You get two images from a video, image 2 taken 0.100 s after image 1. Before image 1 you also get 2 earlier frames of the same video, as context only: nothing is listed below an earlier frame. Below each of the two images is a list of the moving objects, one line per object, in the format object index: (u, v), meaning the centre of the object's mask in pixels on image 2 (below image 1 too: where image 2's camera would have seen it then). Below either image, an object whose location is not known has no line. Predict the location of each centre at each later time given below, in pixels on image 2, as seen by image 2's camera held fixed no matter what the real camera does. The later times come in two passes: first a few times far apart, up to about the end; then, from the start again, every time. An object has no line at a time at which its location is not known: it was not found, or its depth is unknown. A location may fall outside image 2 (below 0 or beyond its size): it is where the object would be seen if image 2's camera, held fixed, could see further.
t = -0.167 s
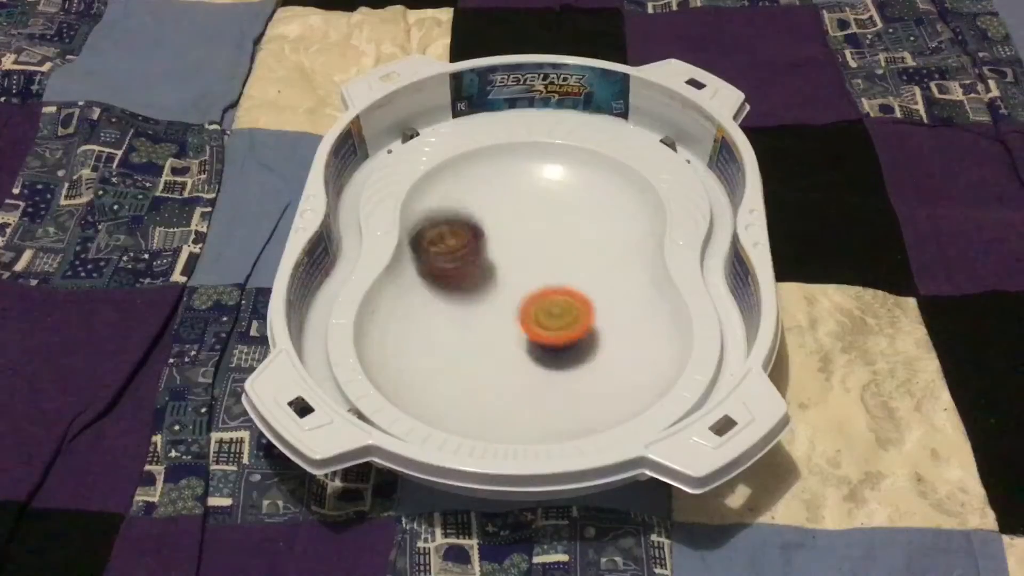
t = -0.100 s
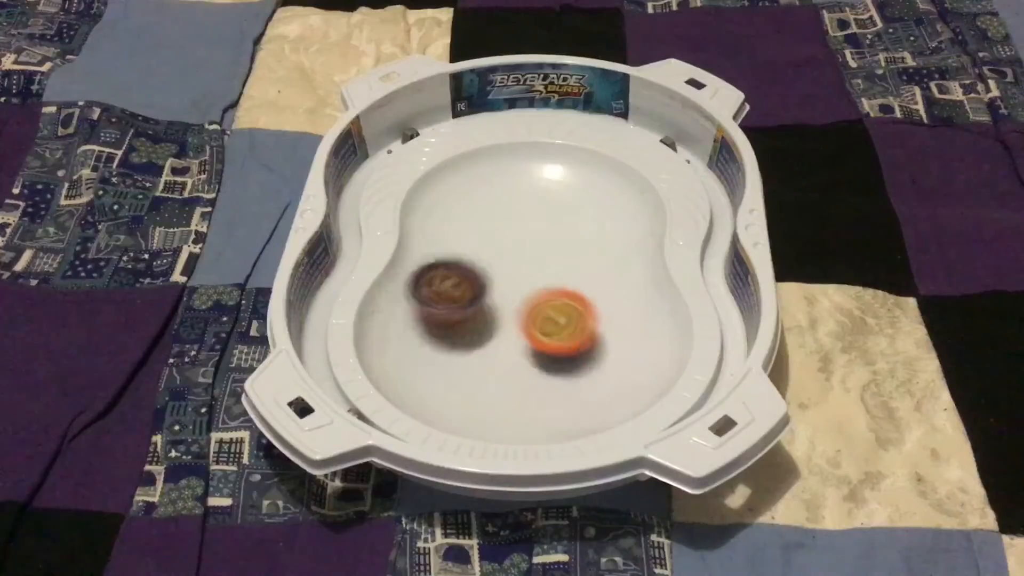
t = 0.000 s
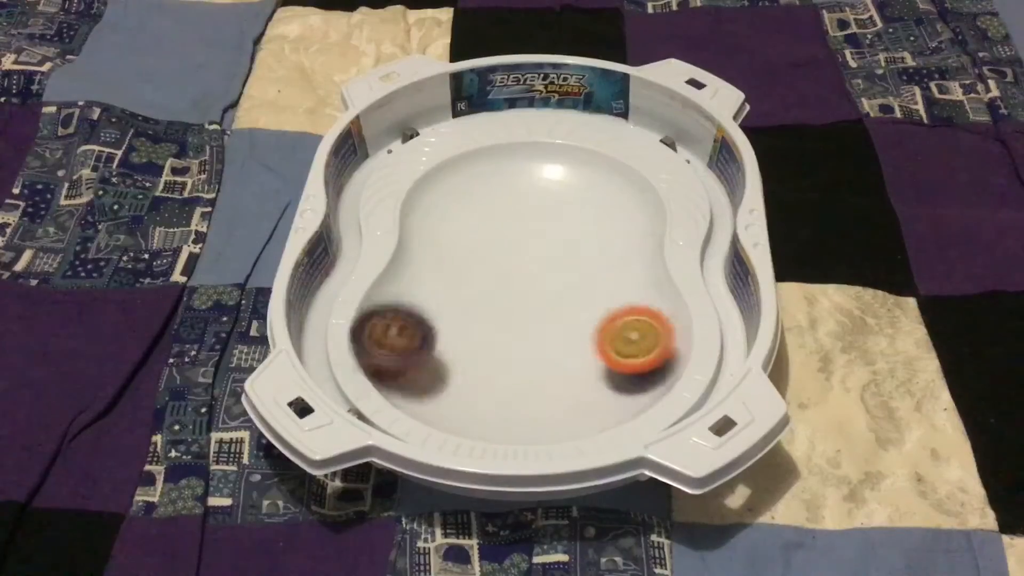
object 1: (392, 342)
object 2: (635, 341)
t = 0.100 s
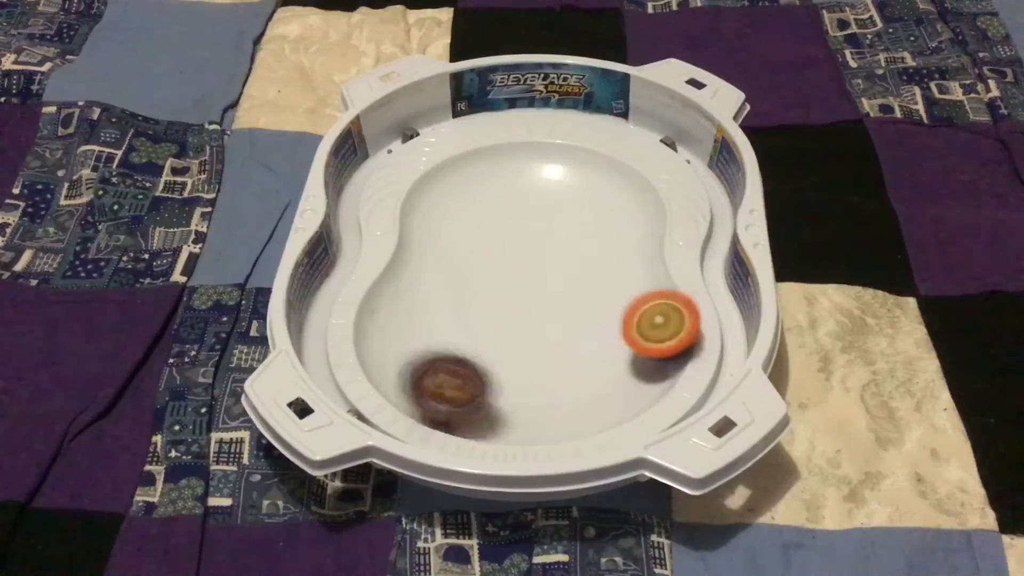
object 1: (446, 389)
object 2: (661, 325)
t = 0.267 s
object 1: (647, 352)
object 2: (585, 289)
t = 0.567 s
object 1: (550, 195)
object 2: (428, 281)
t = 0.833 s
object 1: (428, 217)
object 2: (573, 393)
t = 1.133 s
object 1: (562, 383)
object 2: (530, 132)
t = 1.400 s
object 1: (600, 253)
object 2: (449, 294)
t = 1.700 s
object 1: (428, 192)
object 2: (716, 327)
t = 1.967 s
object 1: (510, 335)
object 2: (629, 249)
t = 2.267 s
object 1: (581, 308)
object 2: (430, 196)
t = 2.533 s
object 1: (588, 258)
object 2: (456, 246)
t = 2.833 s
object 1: (575, 194)
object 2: (486, 233)
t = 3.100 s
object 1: (520, 201)
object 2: (480, 261)
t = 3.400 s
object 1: (521, 238)
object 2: (509, 333)
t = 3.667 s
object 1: (552, 212)
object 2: (583, 390)
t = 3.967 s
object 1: (529, 193)
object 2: (517, 300)
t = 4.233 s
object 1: (520, 227)
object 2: (444, 250)
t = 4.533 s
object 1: (578, 239)
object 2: (498, 252)
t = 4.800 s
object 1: (625, 183)
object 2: (532, 213)
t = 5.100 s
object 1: (526, 231)
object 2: (449, 191)
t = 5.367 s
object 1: (465, 372)
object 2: (537, 228)
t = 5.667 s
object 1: (593, 373)
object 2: (601, 244)
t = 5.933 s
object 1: (487, 289)
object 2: (528, 231)
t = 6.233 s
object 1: (415, 310)
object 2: (484, 185)
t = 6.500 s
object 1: (532, 342)
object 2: (514, 207)
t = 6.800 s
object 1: (622, 297)
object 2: (562, 252)
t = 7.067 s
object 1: (594, 335)
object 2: (502, 258)
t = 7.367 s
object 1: (506, 381)
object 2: (484, 258)
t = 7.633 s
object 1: (453, 344)
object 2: (548, 269)
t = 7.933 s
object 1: (457, 275)
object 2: (561, 284)
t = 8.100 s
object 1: (491, 249)
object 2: (540, 316)
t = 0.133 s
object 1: (488, 399)
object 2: (653, 324)
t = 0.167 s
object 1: (536, 400)
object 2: (637, 319)
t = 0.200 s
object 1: (579, 388)
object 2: (618, 313)
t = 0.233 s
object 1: (621, 373)
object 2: (600, 303)
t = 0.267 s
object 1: (647, 352)
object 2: (585, 289)
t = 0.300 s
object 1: (663, 330)
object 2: (570, 277)
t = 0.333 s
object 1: (665, 302)
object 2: (555, 268)
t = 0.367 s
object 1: (654, 283)
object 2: (542, 261)
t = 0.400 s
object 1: (634, 272)
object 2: (529, 256)
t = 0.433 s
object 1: (606, 261)
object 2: (517, 254)
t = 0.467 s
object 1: (580, 242)
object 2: (502, 257)
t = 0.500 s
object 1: (568, 223)
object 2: (475, 263)
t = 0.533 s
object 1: (559, 207)
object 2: (451, 269)
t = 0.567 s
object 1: (550, 195)
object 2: (428, 281)
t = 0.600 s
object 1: (536, 184)
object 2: (408, 296)
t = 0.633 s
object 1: (518, 172)
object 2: (391, 317)
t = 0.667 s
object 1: (500, 169)
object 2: (386, 338)
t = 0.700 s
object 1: (479, 168)
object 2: (398, 360)
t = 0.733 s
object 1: (459, 173)
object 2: (427, 382)
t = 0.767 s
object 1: (442, 181)
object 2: (468, 397)
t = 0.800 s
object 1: (431, 195)
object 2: (519, 401)
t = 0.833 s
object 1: (428, 217)
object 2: (573, 393)
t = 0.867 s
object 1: (432, 243)
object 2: (619, 370)
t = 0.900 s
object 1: (438, 269)
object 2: (653, 339)
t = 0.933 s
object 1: (447, 298)
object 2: (665, 297)
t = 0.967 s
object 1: (456, 324)
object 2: (657, 253)
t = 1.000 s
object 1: (467, 346)
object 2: (645, 219)
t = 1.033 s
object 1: (484, 364)
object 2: (633, 198)
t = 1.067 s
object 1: (506, 375)
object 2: (613, 180)
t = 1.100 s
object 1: (534, 385)
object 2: (579, 154)
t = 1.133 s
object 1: (562, 383)
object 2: (530, 132)
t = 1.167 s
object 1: (593, 378)
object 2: (477, 125)
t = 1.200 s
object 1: (623, 369)
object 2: (425, 125)
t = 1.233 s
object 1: (646, 349)
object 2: (383, 134)
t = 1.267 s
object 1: (660, 323)
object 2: (386, 157)
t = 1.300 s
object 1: (662, 297)
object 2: (396, 179)
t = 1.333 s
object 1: (648, 281)
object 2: (408, 209)
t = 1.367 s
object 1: (627, 269)
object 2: (425, 252)
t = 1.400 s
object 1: (600, 253)
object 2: (449, 294)
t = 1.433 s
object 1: (575, 238)
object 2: (476, 335)
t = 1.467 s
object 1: (552, 223)
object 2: (508, 370)
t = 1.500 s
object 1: (529, 207)
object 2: (548, 392)
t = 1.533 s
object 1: (510, 198)
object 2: (591, 395)
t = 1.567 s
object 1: (488, 188)
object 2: (631, 375)
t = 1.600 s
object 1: (468, 180)
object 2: (670, 364)
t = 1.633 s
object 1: (449, 178)
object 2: (704, 359)
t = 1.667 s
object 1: (434, 183)
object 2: (714, 345)
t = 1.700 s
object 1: (428, 192)
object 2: (716, 327)
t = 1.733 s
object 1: (431, 208)
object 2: (710, 311)
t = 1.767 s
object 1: (441, 228)
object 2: (705, 292)
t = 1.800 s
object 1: (452, 247)
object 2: (699, 278)
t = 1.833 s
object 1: (465, 266)
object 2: (691, 266)
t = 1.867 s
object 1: (479, 288)
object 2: (681, 255)
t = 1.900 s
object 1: (491, 307)
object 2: (667, 248)
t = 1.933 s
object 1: (502, 321)
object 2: (649, 246)
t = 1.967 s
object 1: (510, 335)
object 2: (629, 249)
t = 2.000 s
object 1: (518, 342)
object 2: (601, 244)
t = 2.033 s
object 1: (529, 345)
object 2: (571, 235)
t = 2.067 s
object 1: (541, 346)
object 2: (546, 225)
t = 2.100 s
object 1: (555, 344)
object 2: (522, 217)
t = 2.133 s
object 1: (568, 339)
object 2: (500, 209)
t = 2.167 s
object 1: (577, 332)
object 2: (481, 204)
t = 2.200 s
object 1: (583, 326)
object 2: (461, 199)
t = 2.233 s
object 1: (582, 317)
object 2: (443, 196)
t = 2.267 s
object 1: (581, 308)
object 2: (430, 196)
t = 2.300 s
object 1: (577, 297)
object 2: (426, 200)
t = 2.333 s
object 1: (575, 288)
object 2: (429, 212)
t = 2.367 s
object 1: (573, 280)
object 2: (440, 227)
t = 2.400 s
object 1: (569, 274)
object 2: (453, 241)
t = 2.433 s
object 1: (565, 267)
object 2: (468, 251)
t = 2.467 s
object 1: (561, 262)
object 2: (481, 257)
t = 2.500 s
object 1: (577, 261)
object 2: (469, 252)
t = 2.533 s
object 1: (588, 258)
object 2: (456, 246)
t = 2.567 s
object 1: (596, 253)
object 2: (448, 242)
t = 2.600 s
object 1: (601, 244)
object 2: (442, 238)
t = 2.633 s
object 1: (605, 233)
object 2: (439, 234)
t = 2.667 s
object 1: (608, 226)
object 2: (439, 234)
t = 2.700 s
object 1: (609, 215)
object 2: (441, 234)
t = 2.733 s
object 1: (607, 207)
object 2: (449, 235)
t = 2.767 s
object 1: (600, 200)
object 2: (459, 237)
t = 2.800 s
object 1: (589, 195)
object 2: (472, 236)
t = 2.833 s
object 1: (575, 194)
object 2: (486, 233)
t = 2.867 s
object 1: (560, 197)
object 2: (499, 229)
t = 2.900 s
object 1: (556, 192)
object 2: (496, 231)
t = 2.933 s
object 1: (554, 188)
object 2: (490, 235)
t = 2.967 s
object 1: (548, 187)
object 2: (487, 241)
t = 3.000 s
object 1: (540, 188)
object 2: (483, 245)
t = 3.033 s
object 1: (533, 192)
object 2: (481, 249)
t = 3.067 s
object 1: (526, 196)
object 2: (480, 255)
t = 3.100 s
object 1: (520, 201)
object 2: (480, 261)
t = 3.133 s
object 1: (515, 207)
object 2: (481, 268)
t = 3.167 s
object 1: (514, 212)
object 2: (483, 274)
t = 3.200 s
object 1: (514, 218)
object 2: (487, 281)
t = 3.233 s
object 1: (515, 225)
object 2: (491, 287)
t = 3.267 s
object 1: (515, 231)
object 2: (496, 292)
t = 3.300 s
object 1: (514, 236)
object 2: (502, 297)
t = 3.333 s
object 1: (514, 241)
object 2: (508, 301)
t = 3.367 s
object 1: (517, 243)
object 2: (508, 315)
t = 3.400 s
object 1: (521, 238)
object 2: (509, 333)
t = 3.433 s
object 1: (524, 235)
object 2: (510, 349)
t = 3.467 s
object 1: (528, 232)
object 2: (514, 365)
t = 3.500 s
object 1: (532, 229)
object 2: (520, 379)
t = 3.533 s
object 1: (536, 226)
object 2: (528, 388)
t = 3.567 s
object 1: (540, 223)
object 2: (540, 394)
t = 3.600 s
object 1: (544, 220)
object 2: (553, 395)
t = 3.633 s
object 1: (548, 216)
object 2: (568, 395)
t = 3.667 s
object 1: (552, 212)
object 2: (583, 390)
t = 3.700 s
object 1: (554, 207)
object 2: (596, 383)
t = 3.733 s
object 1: (556, 203)
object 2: (602, 375)
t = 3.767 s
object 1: (555, 199)
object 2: (602, 366)
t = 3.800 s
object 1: (553, 196)
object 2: (596, 355)
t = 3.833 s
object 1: (550, 193)
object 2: (585, 344)
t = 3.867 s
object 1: (545, 192)
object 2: (569, 332)
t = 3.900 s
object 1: (540, 190)
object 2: (552, 321)
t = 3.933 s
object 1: (534, 191)
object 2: (534, 309)
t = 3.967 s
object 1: (529, 193)
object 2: (517, 300)
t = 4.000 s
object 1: (524, 196)
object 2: (500, 289)
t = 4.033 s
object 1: (520, 199)
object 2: (485, 280)
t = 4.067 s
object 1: (517, 203)
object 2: (473, 273)
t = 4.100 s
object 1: (516, 208)
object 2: (464, 268)
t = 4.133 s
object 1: (516, 214)
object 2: (455, 262)
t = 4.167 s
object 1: (518, 218)
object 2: (449, 258)
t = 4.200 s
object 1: (519, 222)
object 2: (445, 254)
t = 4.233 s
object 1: (520, 227)
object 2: (444, 250)
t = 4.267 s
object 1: (520, 232)
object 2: (445, 250)
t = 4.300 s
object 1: (522, 236)
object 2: (447, 249)
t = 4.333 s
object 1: (533, 239)
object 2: (447, 248)
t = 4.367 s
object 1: (544, 241)
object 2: (449, 248)
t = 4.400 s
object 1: (552, 243)
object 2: (454, 249)
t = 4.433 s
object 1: (560, 244)
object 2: (463, 251)
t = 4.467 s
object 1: (567, 244)
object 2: (473, 253)
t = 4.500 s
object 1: (573, 242)
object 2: (485, 254)
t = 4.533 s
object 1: (578, 239)
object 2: (498, 252)
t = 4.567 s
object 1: (585, 237)
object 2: (507, 249)
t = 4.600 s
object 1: (598, 234)
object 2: (514, 244)
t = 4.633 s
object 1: (607, 227)
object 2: (519, 238)
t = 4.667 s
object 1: (616, 220)
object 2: (525, 234)
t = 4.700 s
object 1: (622, 212)
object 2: (532, 228)
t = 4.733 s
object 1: (623, 201)
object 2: (539, 224)
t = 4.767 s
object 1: (619, 194)
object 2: (546, 218)
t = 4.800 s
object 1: (625, 183)
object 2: (532, 213)
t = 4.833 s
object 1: (629, 169)
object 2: (513, 208)
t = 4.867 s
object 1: (627, 166)
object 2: (497, 202)
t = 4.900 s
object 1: (618, 174)
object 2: (486, 200)
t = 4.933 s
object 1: (603, 184)
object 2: (476, 191)
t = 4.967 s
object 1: (583, 191)
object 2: (466, 186)
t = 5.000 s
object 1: (566, 201)
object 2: (458, 184)
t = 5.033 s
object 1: (551, 211)
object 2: (452, 183)
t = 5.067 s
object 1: (537, 219)
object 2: (450, 185)
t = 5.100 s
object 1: (526, 231)
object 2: (449, 191)
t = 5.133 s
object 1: (517, 243)
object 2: (452, 195)
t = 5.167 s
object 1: (511, 259)
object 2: (459, 203)
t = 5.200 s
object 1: (503, 276)
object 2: (468, 208)
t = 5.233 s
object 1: (495, 295)
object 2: (482, 212)
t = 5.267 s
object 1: (484, 314)
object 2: (494, 219)
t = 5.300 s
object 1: (475, 333)
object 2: (507, 222)
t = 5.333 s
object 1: (467, 353)
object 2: (523, 225)
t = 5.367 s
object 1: (465, 372)
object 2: (537, 228)
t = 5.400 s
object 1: (466, 388)
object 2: (551, 232)
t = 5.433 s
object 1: (476, 398)
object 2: (563, 235)
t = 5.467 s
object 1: (488, 401)
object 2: (574, 236)
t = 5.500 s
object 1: (508, 407)
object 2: (585, 239)
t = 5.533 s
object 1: (532, 406)
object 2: (592, 239)
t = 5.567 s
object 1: (555, 399)
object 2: (599, 240)
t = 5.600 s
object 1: (573, 397)
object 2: (601, 241)
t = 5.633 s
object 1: (587, 385)
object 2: (602, 241)
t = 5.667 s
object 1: (593, 373)
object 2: (601, 244)
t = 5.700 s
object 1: (589, 358)
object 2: (596, 246)
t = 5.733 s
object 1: (582, 343)
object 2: (588, 249)
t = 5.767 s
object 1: (569, 328)
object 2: (578, 253)
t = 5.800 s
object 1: (552, 309)
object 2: (566, 254)
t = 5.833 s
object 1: (534, 308)
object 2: (559, 249)
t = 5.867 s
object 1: (517, 302)
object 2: (546, 242)
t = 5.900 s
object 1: (502, 293)
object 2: (538, 237)
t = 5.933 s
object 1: (487, 289)
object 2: (528, 231)
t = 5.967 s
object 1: (473, 285)
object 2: (519, 225)
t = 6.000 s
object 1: (459, 282)
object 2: (511, 219)
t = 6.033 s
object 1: (448, 282)
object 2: (504, 212)
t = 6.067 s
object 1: (436, 280)
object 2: (499, 207)
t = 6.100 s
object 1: (426, 281)
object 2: (494, 201)
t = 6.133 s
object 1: (421, 285)
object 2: (490, 195)
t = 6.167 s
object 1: (415, 290)
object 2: (487, 191)
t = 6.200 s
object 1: (412, 297)
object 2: (485, 188)
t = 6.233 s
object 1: (415, 310)
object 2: (484, 185)
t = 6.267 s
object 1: (419, 319)
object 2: (483, 184)
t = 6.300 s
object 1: (427, 326)
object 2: (484, 184)
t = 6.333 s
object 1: (442, 332)
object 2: (486, 187)
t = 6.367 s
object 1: (459, 337)
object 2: (488, 188)
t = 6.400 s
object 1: (474, 342)
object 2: (495, 192)
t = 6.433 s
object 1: (493, 342)
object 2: (499, 198)
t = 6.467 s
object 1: (512, 343)
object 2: (505, 201)
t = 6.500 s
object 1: (532, 342)
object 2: (514, 207)
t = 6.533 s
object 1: (549, 340)
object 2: (521, 211)
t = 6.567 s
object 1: (565, 337)
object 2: (530, 216)
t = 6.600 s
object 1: (581, 331)
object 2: (537, 222)
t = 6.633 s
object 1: (594, 326)
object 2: (545, 226)
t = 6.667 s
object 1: (604, 321)
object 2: (552, 232)
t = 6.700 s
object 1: (612, 314)
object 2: (555, 237)
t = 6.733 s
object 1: (616, 307)
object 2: (560, 242)
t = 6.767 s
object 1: (621, 303)
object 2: (562, 248)
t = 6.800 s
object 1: (622, 297)
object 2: (562, 252)
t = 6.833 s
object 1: (621, 293)
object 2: (562, 257)
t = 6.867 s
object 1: (621, 293)
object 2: (557, 262)
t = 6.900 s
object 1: (621, 295)
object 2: (551, 260)
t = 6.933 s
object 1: (618, 302)
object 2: (544, 262)
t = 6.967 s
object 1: (615, 308)
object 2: (531, 261)
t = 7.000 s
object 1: (609, 315)
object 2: (519, 263)
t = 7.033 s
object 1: (604, 326)
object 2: (512, 260)
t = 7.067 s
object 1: (594, 335)
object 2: (502, 258)
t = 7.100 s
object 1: (583, 343)
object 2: (493, 257)
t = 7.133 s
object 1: (575, 350)
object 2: (486, 256)
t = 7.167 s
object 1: (566, 358)
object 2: (481, 255)
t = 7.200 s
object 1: (556, 365)
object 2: (476, 255)
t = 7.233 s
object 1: (545, 375)
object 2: (473, 254)
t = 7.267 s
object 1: (533, 379)
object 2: (473, 254)
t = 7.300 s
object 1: (525, 377)
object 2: (476, 255)
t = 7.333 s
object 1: (515, 380)
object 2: (479, 256)
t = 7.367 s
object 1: (506, 381)
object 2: (484, 258)
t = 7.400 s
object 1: (498, 379)
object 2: (490, 259)
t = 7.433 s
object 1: (487, 378)
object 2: (497, 262)
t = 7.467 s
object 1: (481, 375)
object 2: (505, 262)
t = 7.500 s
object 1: (474, 370)
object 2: (515, 263)
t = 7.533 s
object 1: (468, 366)
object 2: (523, 265)
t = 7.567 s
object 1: (462, 359)
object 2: (531, 265)
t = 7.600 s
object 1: (455, 351)
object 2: (541, 266)
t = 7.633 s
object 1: (453, 344)
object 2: (548, 269)
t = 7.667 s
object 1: (447, 333)
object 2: (555, 270)
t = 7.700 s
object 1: (446, 327)
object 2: (562, 271)
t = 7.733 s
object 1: (444, 319)
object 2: (566, 273)
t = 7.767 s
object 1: (442, 310)
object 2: (569, 274)
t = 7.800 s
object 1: (440, 301)
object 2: (571, 275)
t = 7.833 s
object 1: (439, 292)
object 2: (571, 277)
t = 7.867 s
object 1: (443, 284)
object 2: (570, 279)
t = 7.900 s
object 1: (447, 279)
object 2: (566, 281)
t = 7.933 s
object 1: (457, 275)
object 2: (561, 284)
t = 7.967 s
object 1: (469, 274)
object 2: (555, 286)
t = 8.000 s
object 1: (473, 271)
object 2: (552, 294)
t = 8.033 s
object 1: (477, 262)
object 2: (551, 302)
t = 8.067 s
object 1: (483, 258)
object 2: (548, 308)
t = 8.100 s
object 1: (491, 249)
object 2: (540, 316)
